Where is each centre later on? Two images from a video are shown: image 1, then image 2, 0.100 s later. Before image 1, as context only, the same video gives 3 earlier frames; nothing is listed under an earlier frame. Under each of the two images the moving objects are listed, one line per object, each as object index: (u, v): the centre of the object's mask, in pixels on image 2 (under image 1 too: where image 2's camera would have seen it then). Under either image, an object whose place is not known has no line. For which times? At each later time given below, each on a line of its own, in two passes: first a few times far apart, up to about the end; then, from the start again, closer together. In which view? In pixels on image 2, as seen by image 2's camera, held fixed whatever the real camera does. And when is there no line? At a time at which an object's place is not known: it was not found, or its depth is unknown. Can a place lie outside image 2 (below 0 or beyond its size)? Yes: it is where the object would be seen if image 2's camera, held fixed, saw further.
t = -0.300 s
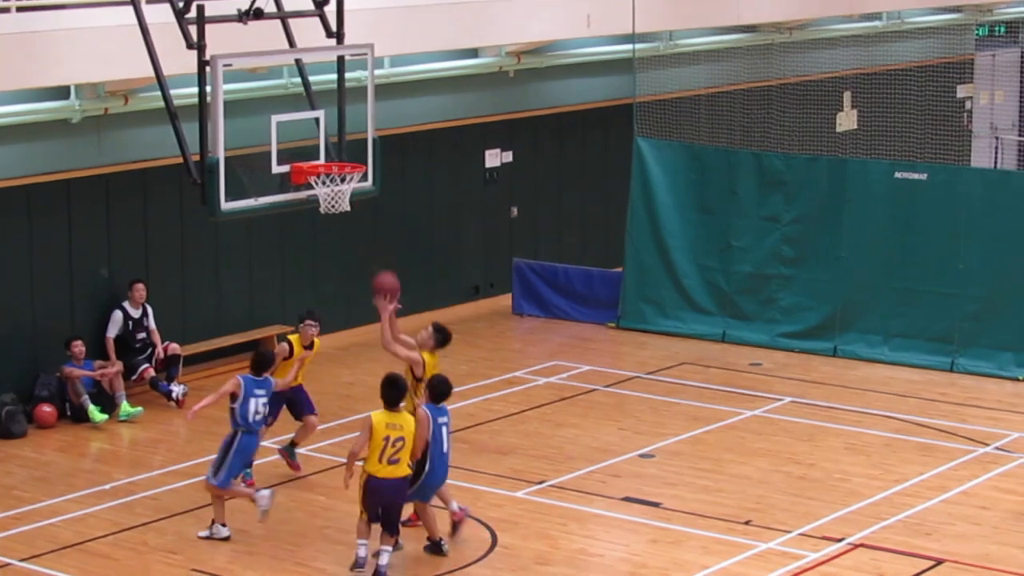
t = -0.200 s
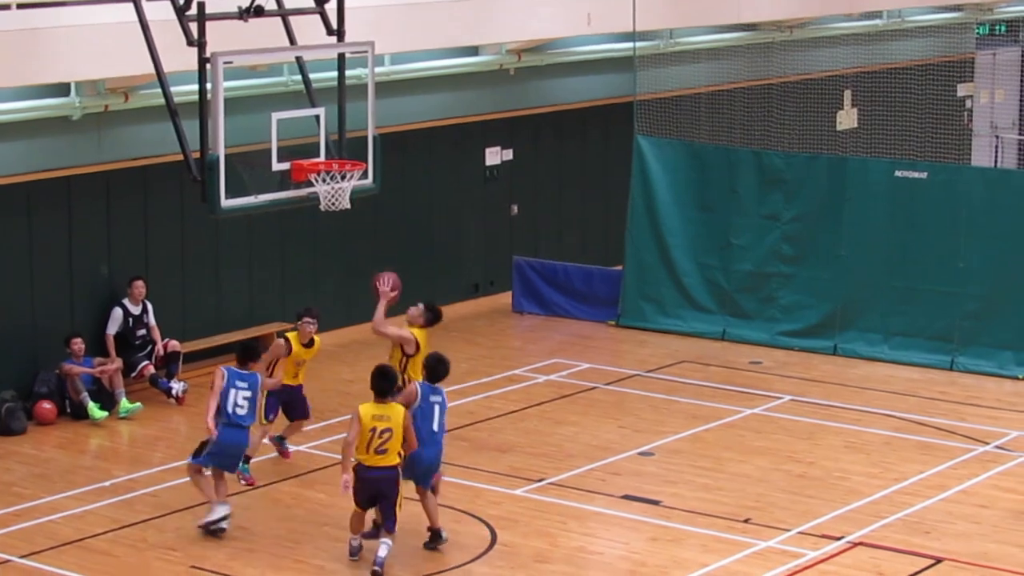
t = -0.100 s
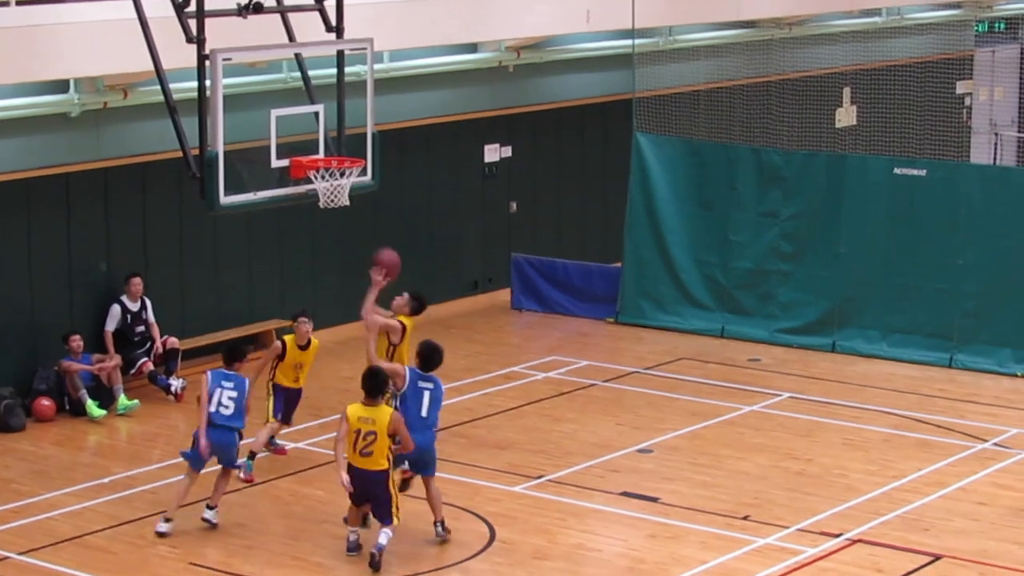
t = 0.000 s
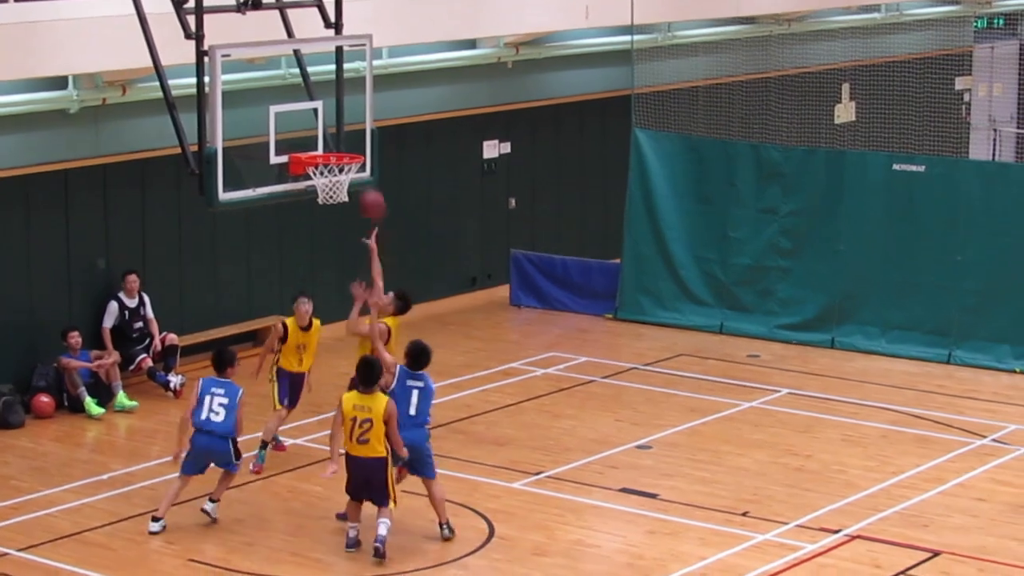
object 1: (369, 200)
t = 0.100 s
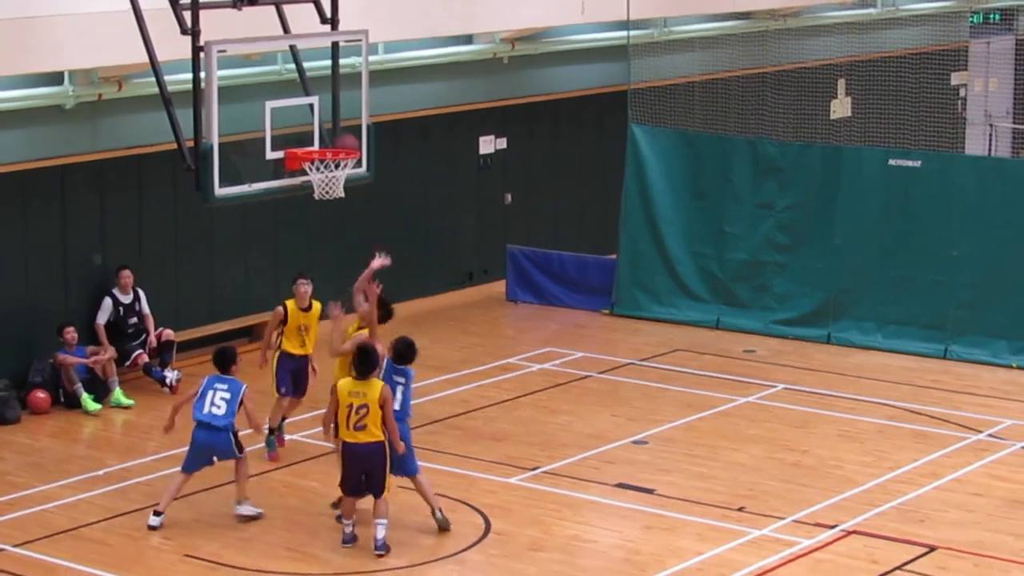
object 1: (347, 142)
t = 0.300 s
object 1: (322, 96)
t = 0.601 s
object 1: (325, 132)
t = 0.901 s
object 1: (317, 146)
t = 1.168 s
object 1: (345, 163)
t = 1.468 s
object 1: (308, 228)
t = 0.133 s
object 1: (340, 135)
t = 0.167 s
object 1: (334, 122)
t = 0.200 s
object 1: (326, 111)
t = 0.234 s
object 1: (321, 102)
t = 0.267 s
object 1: (322, 98)
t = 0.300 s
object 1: (322, 96)
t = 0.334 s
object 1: (322, 94)
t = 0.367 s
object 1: (322, 94)
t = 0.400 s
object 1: (322, 95)
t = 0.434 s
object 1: (322, 97)
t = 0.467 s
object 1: (323, 101)
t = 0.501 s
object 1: (323, 107)
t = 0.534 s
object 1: (324, 114)
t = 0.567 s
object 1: (324, 122)
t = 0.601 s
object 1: (325, 132)
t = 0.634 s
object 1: (325, 142)
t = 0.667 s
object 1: (327, 144)
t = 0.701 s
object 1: (329, 144)
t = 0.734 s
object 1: (332, 144)
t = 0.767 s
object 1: (334, 145)
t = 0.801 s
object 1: (332, 144)
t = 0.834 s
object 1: (327, 144)
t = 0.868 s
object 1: (322, 145)
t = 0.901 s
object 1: (317, 146)
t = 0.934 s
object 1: (318, 146)
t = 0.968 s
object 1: (324, 147)
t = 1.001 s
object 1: (329, 147)
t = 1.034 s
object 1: (334, 148)
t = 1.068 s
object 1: (339, 150)
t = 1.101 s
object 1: (346, 159)
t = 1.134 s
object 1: (340, 157)
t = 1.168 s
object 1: (345, 163)
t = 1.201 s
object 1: (336, 166)
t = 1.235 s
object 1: (334, 167)
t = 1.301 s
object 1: (324, 185)
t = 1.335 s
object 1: (321, 200)
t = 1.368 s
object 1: (318, 203)
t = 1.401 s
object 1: (314, 208)
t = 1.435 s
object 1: (311, 217)
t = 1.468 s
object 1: (308, 228)
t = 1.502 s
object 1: (304, 241)
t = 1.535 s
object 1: (301, 254)
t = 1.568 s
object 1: (297, 270)
